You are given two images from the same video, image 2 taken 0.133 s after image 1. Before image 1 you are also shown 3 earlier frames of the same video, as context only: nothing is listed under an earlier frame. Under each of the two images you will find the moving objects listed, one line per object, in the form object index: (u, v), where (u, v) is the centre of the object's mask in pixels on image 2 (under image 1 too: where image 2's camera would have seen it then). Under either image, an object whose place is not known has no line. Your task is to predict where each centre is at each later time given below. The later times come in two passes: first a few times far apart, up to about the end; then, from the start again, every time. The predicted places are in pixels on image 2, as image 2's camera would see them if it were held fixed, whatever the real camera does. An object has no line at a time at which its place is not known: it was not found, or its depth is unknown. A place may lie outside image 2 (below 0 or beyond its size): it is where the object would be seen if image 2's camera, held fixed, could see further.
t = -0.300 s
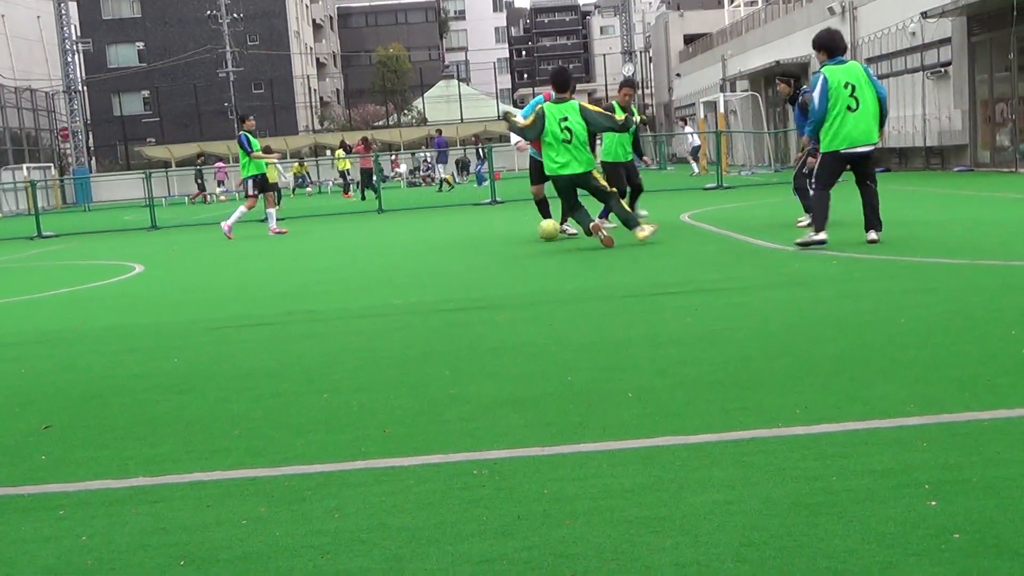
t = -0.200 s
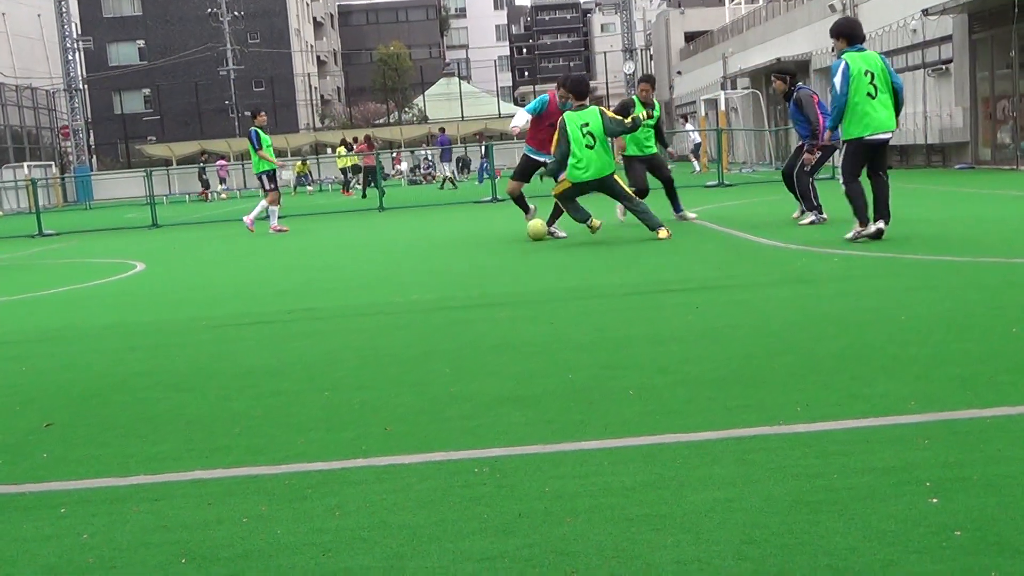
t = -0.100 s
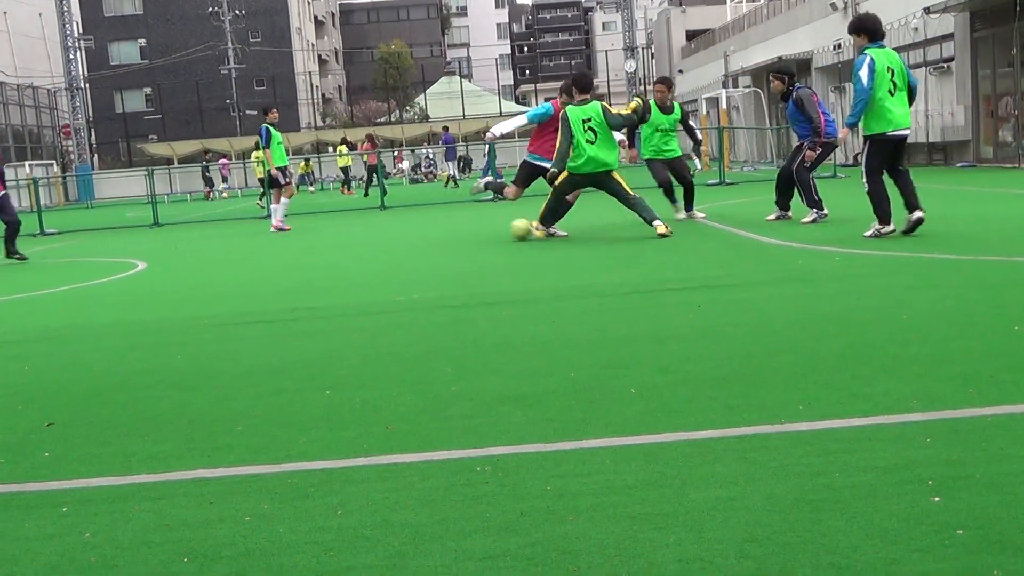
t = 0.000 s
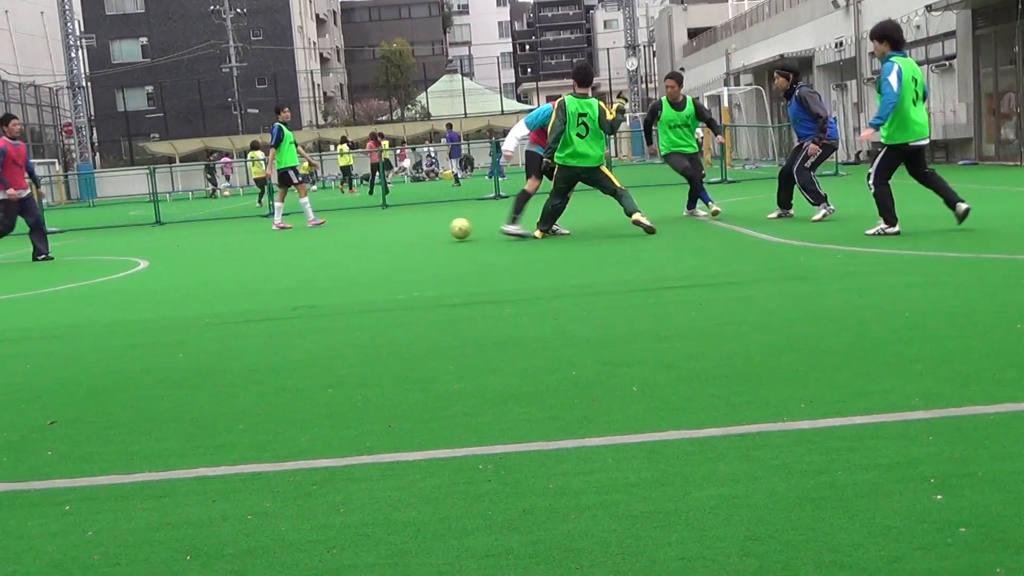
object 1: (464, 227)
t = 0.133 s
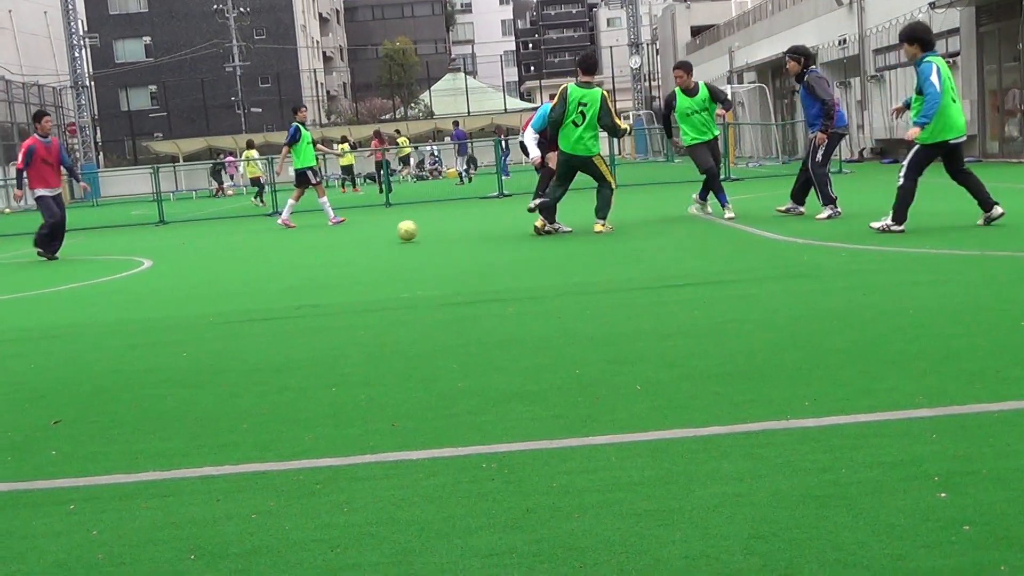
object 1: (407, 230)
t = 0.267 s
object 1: (357, 233)
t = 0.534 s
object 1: (264, 240)
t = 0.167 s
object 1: (394, 233)
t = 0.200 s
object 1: (381, 232)
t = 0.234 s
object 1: (369, 232)
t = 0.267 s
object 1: (357, 233)
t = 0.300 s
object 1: (345, 235)
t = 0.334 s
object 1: (333, 236)
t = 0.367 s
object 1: (321, 236)
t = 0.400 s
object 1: (309, 237)
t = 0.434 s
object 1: (298, 238)
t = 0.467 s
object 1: (287, 238)
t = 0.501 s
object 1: (275, 239)
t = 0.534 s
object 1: (264, 240)
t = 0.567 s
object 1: (253, 240)
